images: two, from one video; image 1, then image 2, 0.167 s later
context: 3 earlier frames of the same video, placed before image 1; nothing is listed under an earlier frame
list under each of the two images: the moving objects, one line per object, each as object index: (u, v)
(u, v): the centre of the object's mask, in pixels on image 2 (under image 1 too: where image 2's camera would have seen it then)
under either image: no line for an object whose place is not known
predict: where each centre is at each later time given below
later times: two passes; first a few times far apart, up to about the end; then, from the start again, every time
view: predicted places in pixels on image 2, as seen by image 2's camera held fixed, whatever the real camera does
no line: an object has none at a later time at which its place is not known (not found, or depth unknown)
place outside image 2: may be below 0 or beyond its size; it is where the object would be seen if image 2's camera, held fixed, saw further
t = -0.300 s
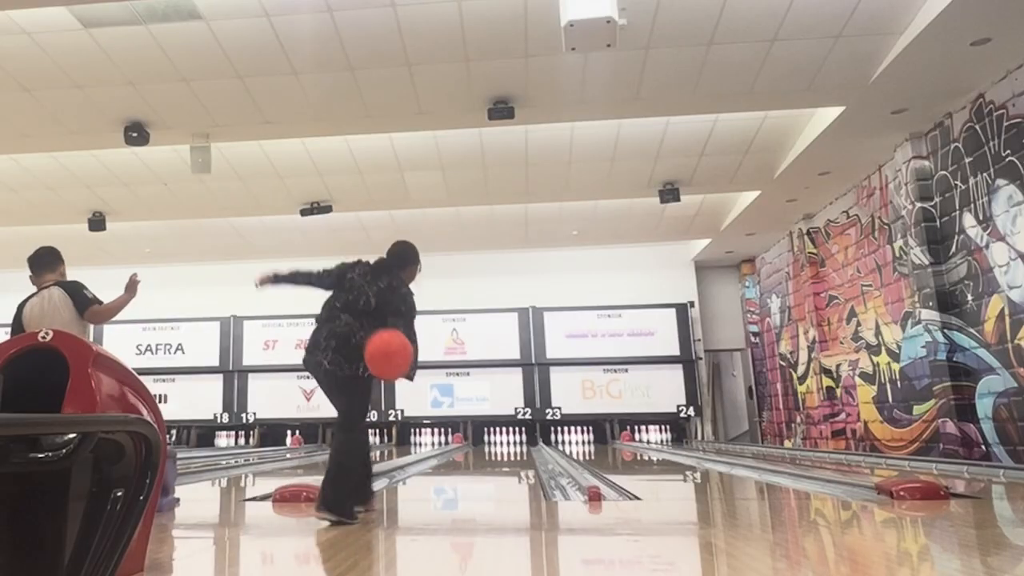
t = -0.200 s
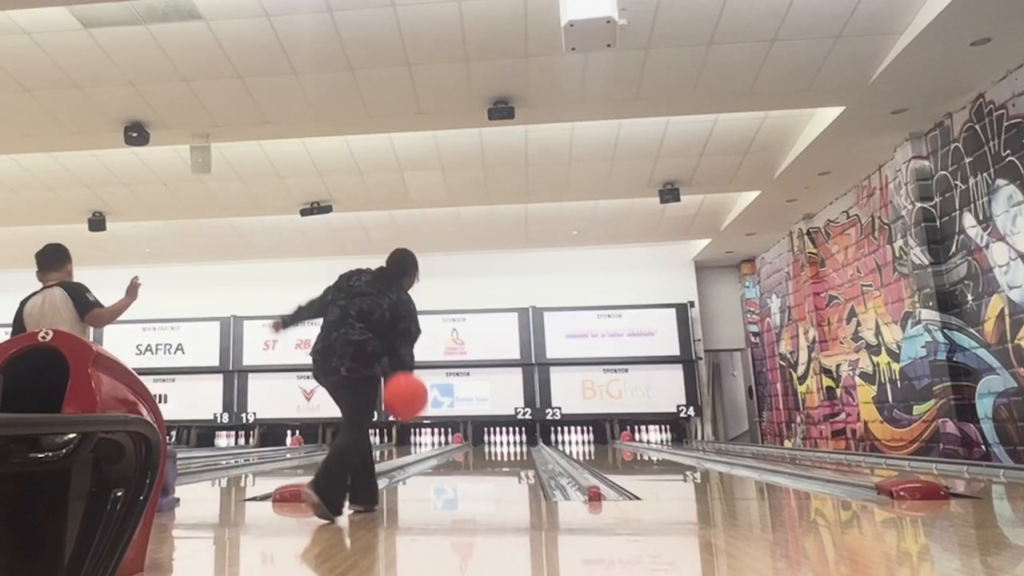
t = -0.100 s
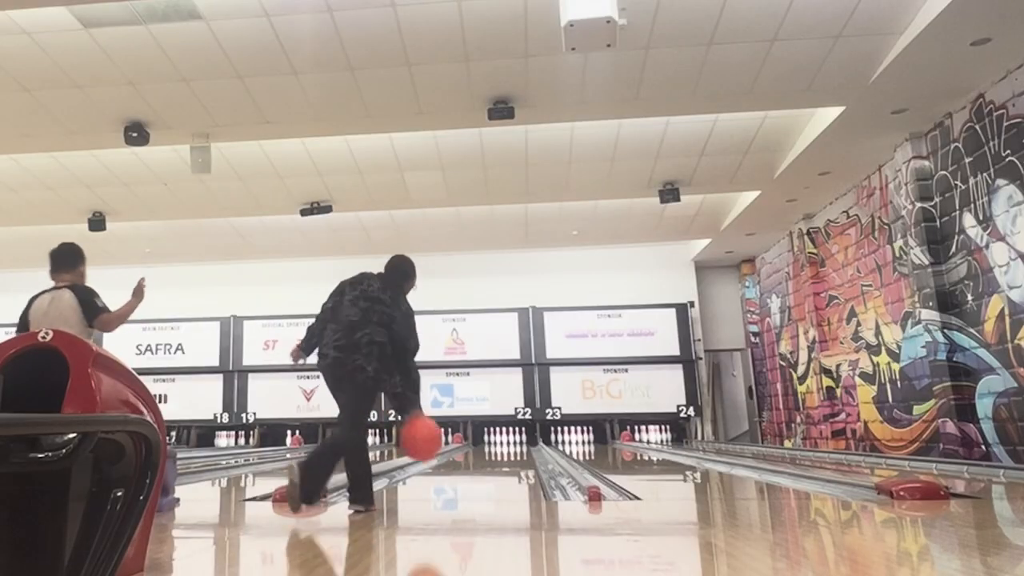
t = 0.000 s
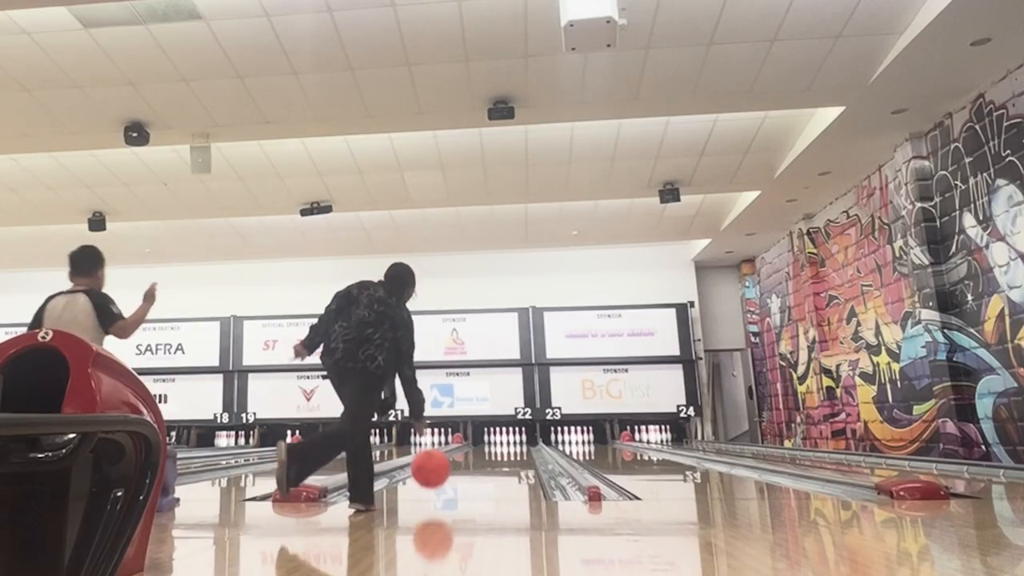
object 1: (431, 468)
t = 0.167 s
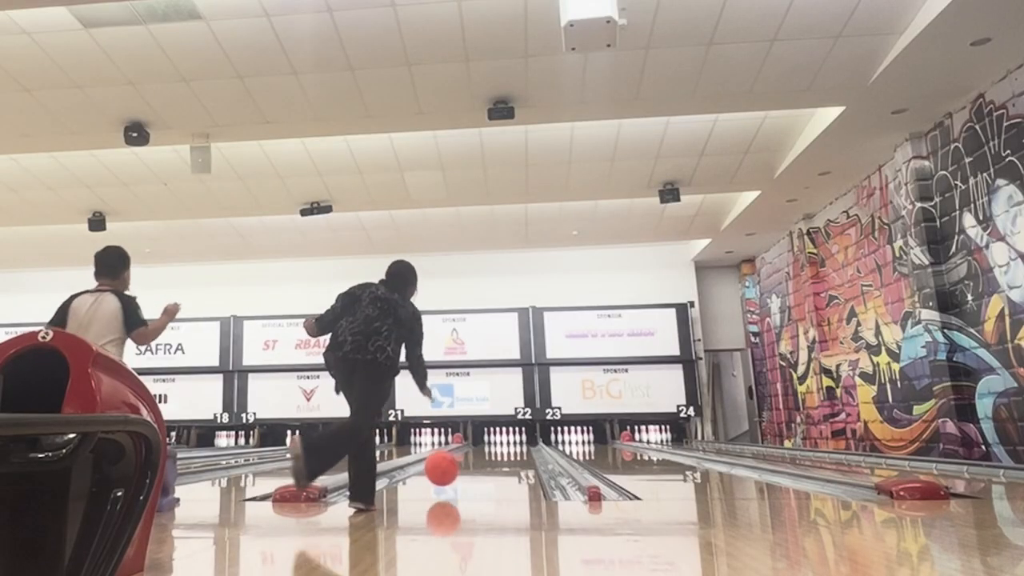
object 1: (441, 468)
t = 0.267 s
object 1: (447, 471)
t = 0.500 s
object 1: (456, 465)
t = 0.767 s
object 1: (464, 459)
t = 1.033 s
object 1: (469, 456)
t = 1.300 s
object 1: (474, 452)
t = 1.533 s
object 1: (477, 451)
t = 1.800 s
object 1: (481, 448)
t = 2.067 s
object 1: (483, 446)
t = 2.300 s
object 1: (485, 445)
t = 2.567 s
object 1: (487, 443)
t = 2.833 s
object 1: (489, 442)
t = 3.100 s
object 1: (491, 442)
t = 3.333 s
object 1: (493, 441)
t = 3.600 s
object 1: (495, 440)
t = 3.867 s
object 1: (497, 441)
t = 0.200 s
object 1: (443, 469)
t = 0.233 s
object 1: (445, 472)
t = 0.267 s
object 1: (447, 471)
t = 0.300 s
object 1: (449, 470)
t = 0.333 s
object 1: (450, 469)
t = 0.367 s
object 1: (451, 468)
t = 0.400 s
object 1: (452, 467)
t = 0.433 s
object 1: (453, 466)
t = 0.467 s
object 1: (455, 466)
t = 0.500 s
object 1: (456, 465)
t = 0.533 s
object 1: (457, 464)
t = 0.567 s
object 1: (458, 463)
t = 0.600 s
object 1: (460, 462)
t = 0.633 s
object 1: (460, 462)
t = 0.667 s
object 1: (461, 462)
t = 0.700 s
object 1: (462, 461)
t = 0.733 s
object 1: (463, 460)
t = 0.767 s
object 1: (464, 459)
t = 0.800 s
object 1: (465, 459)
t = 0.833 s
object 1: (465, 459)
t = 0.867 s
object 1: (466, 458)
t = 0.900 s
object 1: (467, 457)
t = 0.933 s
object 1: (468, 457)
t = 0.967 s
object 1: (468, 457)
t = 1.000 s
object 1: (469, 456)
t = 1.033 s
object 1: (469, 456)
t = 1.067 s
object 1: (470, 455)
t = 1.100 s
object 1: (471, 455)
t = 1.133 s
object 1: (471, 454)
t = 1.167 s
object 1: (472, 454)
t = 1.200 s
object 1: (472, 453)
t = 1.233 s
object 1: (473, 453)
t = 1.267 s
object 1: (474, 452)
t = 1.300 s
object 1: (474, 452)
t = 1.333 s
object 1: (475, 452)
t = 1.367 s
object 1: (475, 452)
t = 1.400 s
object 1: (476, 452)
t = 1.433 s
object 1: (476, 451)
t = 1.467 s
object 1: (477, 451)
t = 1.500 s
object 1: (477, 451)
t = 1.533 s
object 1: (477, 451)
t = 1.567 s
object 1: (478, 450)
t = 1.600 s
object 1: (478, 450)
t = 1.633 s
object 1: (479, 450)
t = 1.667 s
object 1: (479, 449)
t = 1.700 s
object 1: (480, 449)
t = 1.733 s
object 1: (480, 449)
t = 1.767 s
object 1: (481, 448)
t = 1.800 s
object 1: (481, 448)
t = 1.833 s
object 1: (481, 448)
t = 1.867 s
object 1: (481, 447)
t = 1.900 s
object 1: (482, 448)
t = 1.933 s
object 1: (482, 447)
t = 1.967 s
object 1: (482, 447)
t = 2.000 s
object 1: (483, 447)
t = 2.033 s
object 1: (483, 447)
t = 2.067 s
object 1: (483, 446)
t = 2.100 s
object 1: (484, 446)
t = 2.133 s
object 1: (484, 446)
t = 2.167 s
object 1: (484, 445)
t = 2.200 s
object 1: (485, 445)
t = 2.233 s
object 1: (485, 445)
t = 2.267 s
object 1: (485, 445)
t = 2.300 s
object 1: (485, 445)
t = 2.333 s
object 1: (485, 444)
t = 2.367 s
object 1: (486, 444)
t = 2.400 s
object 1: (486, 444)
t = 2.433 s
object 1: (486, 444)
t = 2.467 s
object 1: (486, 444)
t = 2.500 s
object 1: (487, 443)
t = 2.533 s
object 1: (487, 443)
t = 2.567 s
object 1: (487, 443)
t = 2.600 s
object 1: (487, 443)
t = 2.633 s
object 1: (488, 443)
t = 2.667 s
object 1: (488, 443)
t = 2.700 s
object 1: (488, 443)
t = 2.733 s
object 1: (488, 443)
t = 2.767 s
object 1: (489, 443)
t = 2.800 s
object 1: (489, 443)
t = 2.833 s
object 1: (489, 442)
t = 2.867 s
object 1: (490, 442)
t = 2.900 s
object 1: (489, 442)
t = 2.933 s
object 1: (490, 442)
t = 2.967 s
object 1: (490, 442)
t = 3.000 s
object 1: (491, 442)
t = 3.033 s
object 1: (491, 442)
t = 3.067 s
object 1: (491, 442)
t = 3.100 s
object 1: (491, 442)
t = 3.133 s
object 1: (491, 442)
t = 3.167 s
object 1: (491, 442)
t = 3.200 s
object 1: (492, 442)
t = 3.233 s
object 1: (492, 442)
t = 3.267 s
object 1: (492, 442)
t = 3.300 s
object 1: (493, 441)
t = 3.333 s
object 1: (493, 441)
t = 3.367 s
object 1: (493, 441)
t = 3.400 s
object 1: (493, 441)
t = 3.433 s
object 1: (494, 441)
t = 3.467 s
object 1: (494, 441)
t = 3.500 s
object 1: (495, 441)
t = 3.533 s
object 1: (495, 441)
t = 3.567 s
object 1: (495, 441)
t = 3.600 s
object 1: (495, 440)
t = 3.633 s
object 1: (495, 440)
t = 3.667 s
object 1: (495, 441)
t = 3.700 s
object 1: (496, 441)
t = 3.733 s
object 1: (496, 441)
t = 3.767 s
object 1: (497, 441)
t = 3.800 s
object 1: (497, 441)
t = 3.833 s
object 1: (497, 441)
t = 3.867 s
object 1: (497, 441)
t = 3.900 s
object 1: (498, 441)
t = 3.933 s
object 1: (498, 441)
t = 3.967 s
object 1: (498, 440)
